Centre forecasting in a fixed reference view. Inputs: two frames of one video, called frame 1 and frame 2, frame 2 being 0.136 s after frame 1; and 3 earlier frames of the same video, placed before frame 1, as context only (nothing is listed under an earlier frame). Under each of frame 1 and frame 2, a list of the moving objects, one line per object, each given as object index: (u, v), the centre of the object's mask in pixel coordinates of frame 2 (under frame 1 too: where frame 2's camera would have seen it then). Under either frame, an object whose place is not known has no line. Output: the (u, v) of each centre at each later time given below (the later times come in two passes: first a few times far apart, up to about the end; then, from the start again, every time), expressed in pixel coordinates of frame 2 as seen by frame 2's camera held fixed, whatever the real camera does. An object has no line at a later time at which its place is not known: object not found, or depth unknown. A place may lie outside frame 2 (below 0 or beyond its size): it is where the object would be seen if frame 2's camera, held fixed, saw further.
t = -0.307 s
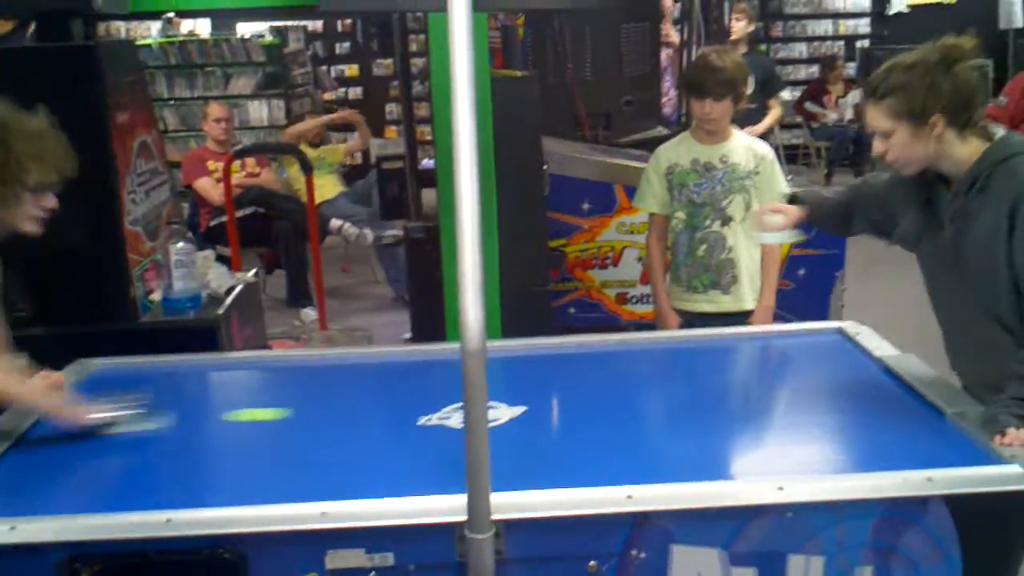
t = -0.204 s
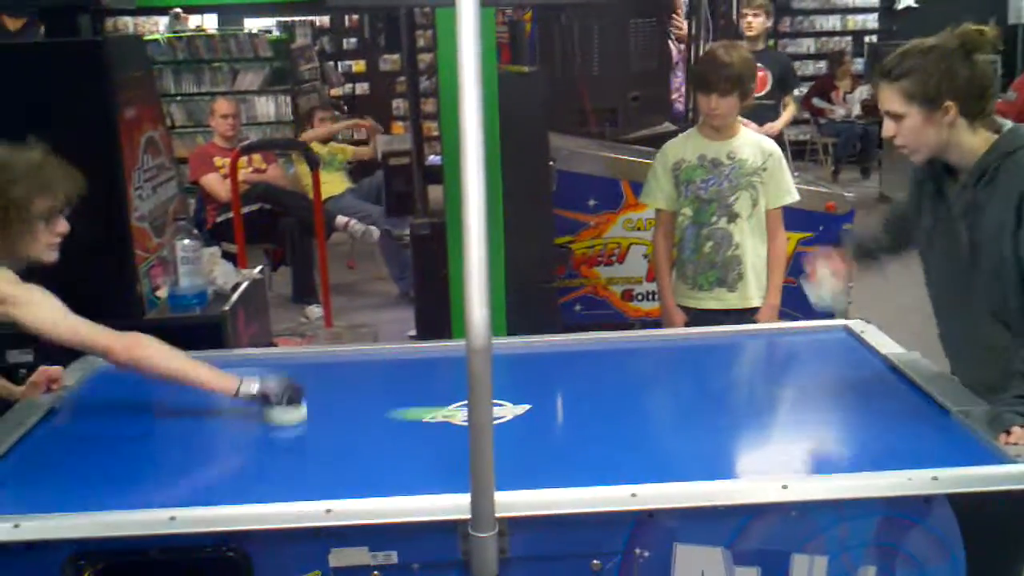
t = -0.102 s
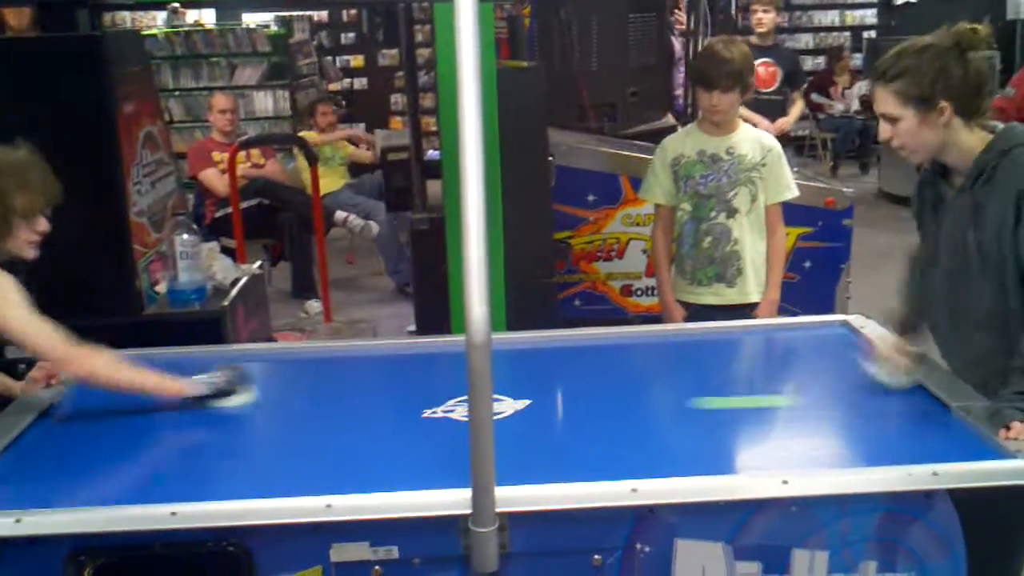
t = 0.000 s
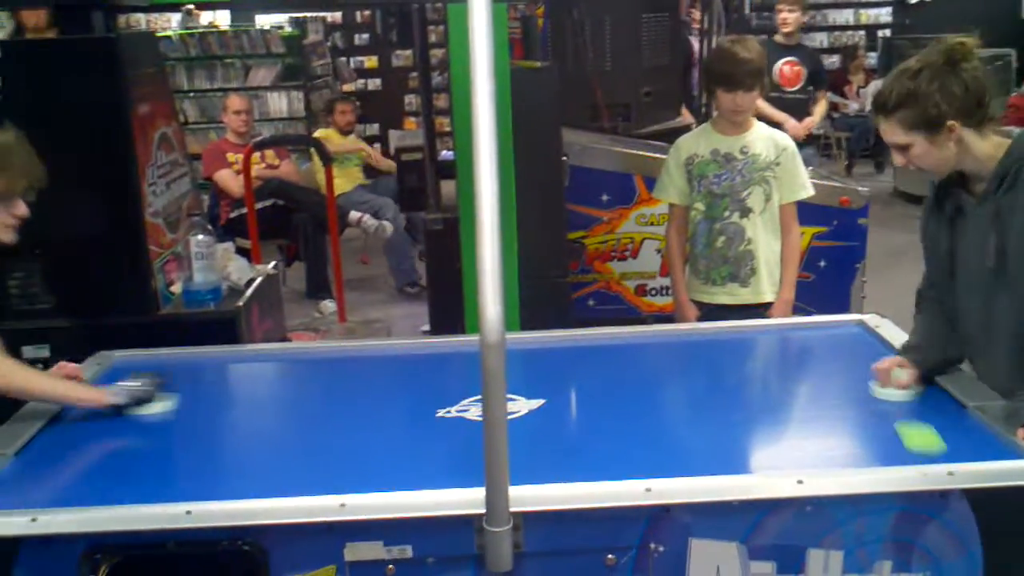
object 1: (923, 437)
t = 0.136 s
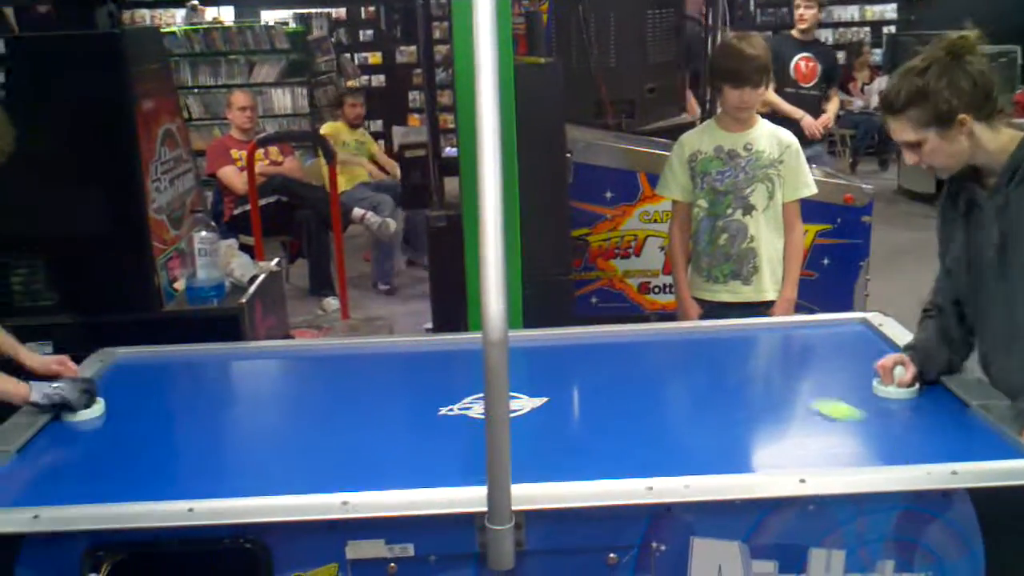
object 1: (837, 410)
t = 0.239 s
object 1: (763, 371)
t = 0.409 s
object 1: (697, 346)
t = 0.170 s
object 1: (810, 395)
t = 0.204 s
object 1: (785, 384)
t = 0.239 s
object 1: (763, 371)
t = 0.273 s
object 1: (742, 360)
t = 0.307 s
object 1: (723, 350)
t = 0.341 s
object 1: (704, 339)
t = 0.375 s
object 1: (695, 337)
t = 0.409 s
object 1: (697, 346)
